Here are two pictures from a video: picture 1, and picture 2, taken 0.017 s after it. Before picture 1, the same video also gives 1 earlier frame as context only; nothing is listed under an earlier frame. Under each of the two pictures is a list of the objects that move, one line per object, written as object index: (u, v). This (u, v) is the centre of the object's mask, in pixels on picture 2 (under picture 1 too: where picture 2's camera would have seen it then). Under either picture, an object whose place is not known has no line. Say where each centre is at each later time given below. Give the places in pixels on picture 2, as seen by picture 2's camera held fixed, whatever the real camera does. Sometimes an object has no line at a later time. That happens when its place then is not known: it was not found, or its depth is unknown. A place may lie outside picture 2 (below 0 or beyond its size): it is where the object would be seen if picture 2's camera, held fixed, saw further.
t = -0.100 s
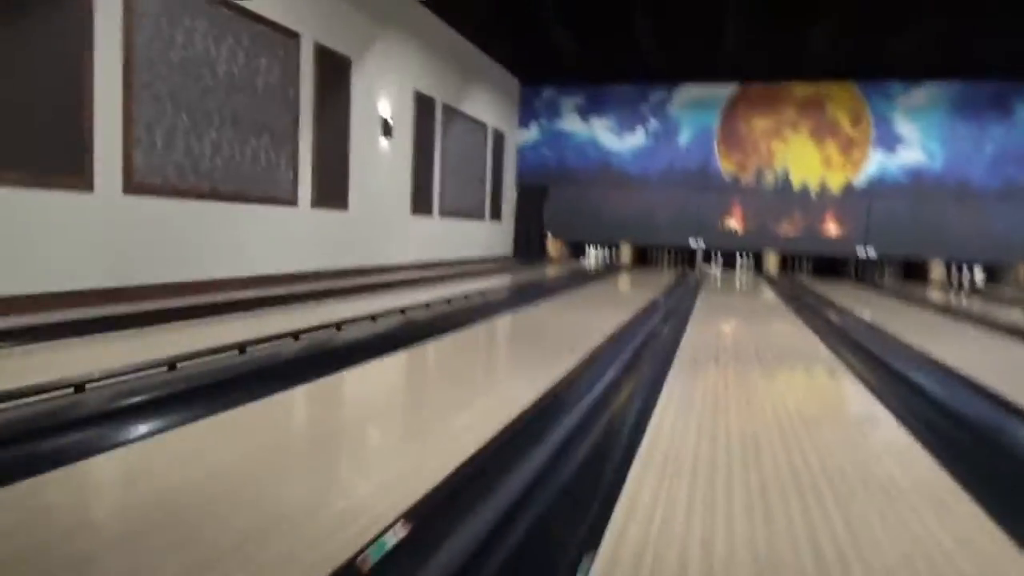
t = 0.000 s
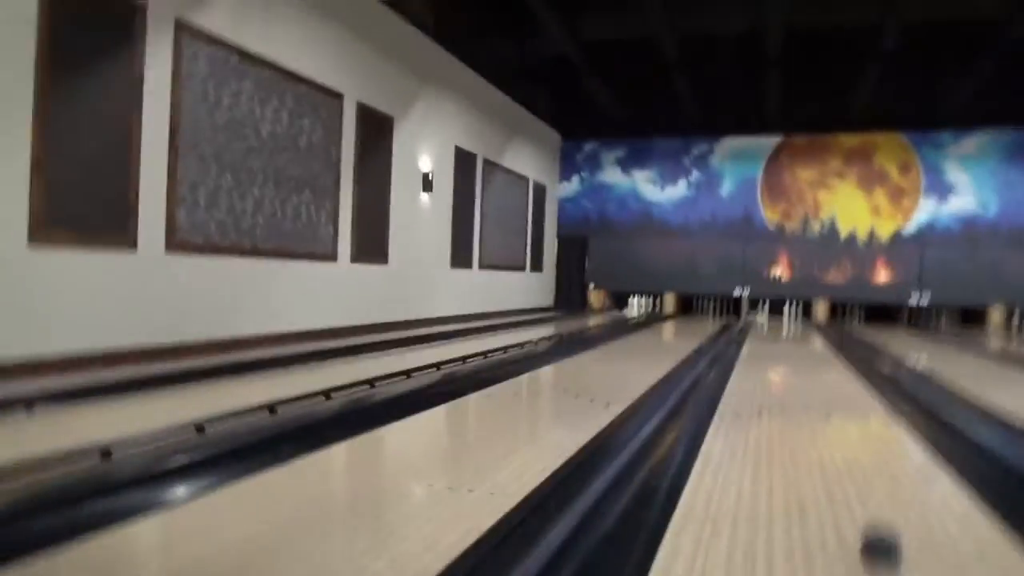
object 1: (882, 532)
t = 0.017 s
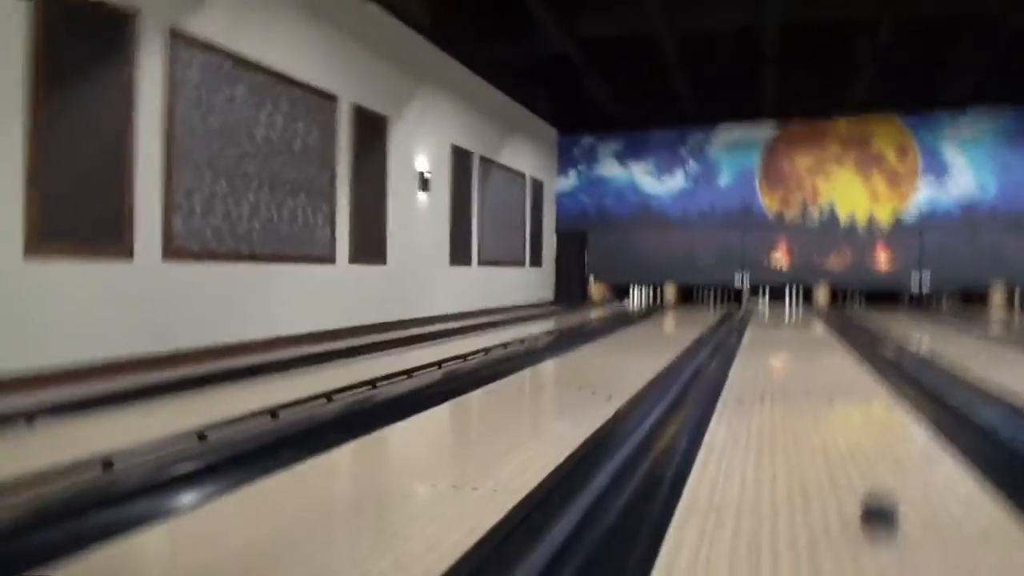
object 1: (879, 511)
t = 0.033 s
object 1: (872, 502)
